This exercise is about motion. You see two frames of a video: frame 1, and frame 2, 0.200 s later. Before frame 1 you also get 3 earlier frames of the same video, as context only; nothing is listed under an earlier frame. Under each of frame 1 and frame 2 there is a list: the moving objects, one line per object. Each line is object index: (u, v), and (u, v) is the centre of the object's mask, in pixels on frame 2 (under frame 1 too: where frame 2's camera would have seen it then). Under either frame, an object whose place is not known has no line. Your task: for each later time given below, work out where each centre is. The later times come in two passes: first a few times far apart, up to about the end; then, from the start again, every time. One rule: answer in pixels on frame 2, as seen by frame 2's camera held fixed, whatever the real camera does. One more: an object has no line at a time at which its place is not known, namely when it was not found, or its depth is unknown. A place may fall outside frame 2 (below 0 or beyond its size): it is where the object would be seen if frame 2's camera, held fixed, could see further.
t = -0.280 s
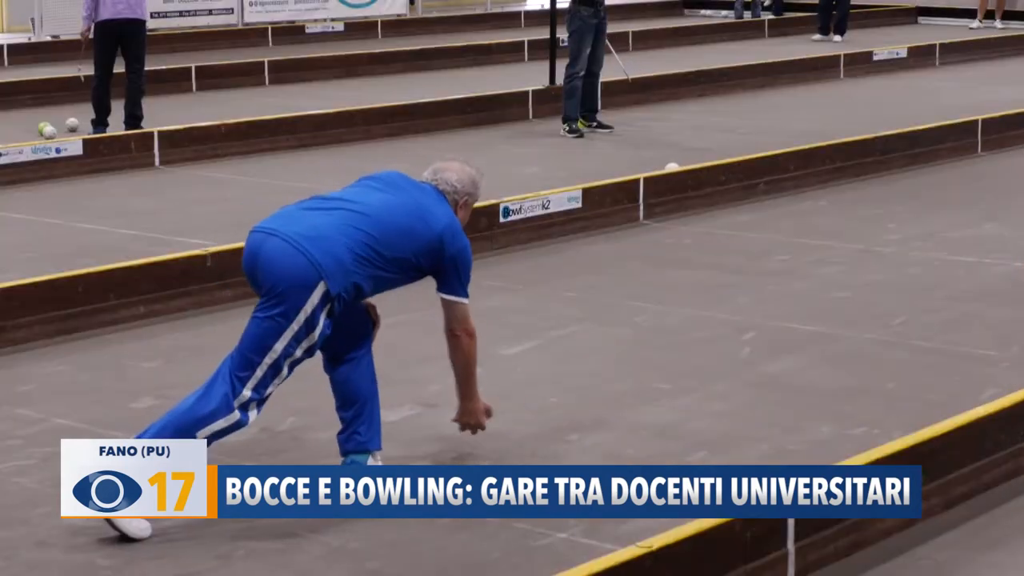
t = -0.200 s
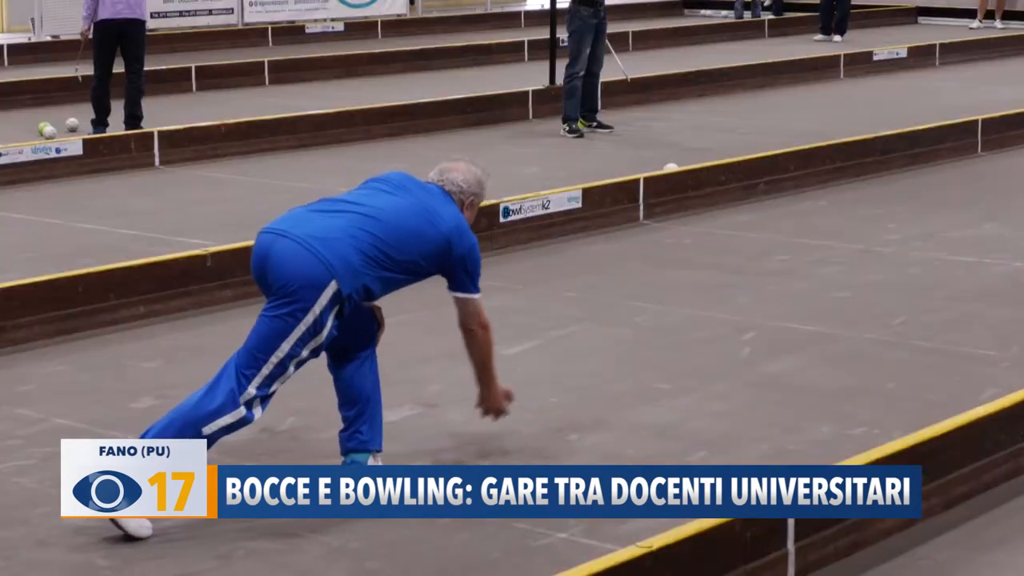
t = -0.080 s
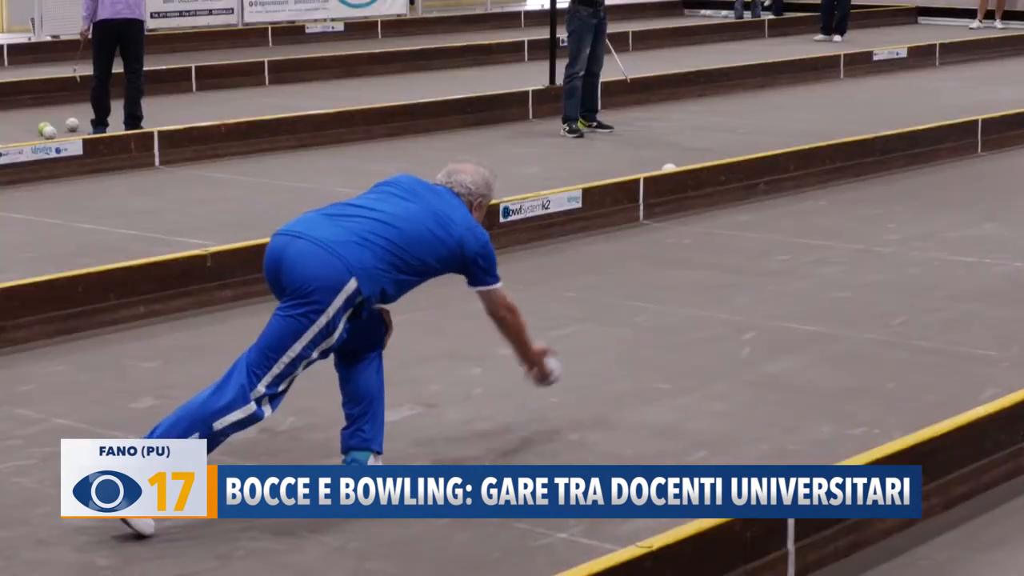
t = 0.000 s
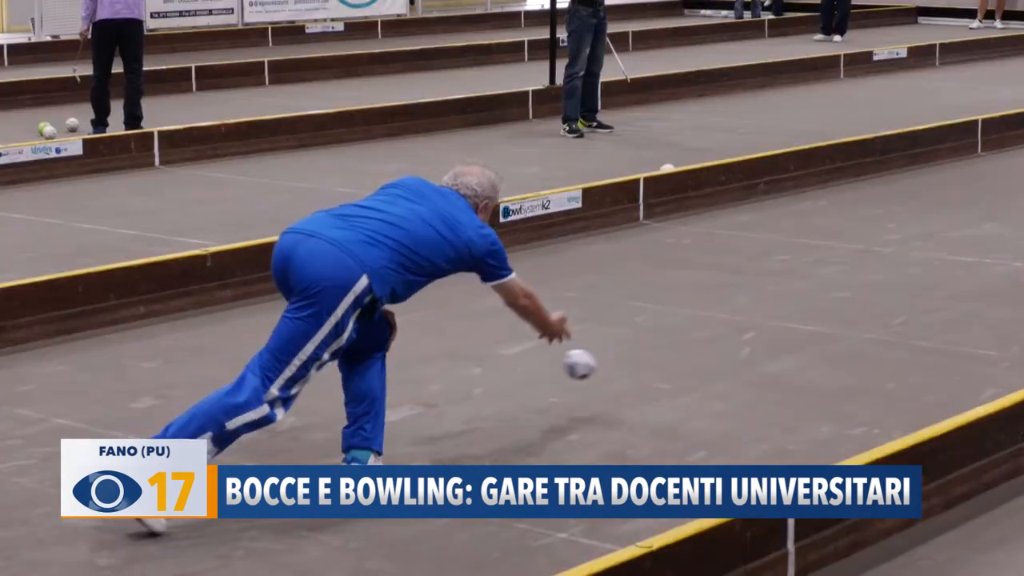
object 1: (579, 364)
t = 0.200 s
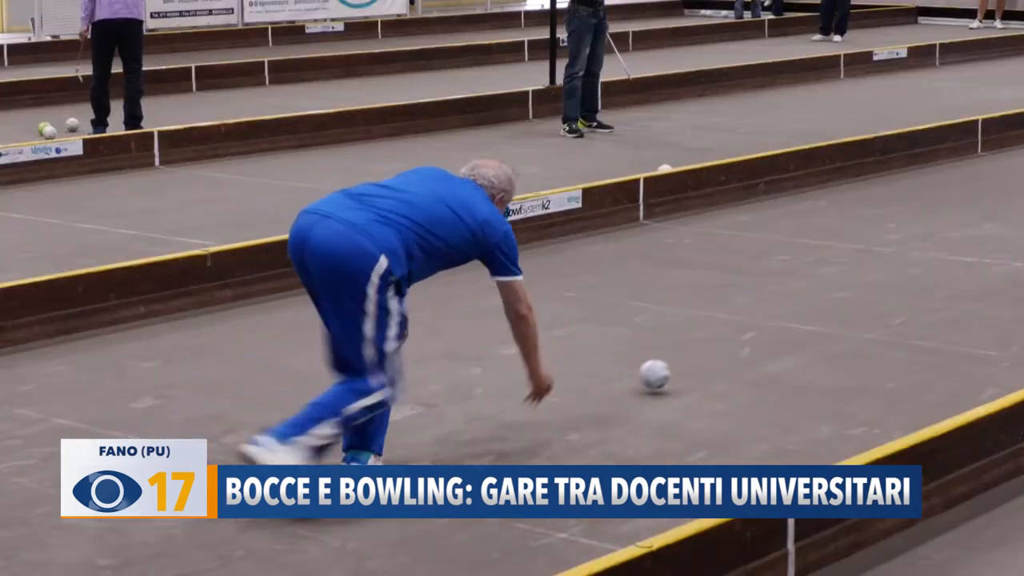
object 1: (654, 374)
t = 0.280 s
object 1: (679, 371)
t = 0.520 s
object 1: (746, 348)
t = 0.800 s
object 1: (817, 325)
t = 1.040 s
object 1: (870, 307)
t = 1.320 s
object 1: (925, 288)
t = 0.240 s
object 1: (666, 375)
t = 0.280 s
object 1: (679, 371)
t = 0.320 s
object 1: (690, 367)
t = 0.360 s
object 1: (702, 363)
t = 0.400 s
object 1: (713, 359)
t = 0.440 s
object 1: (725, 356)
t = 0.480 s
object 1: (735, 352)
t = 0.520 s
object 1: (746, 348)
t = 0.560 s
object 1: (757, 345)
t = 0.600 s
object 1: (767, 342)
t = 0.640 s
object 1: (778, 338)
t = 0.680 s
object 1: (788, 334)
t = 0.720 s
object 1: (797, 331)
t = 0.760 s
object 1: (807, 328)
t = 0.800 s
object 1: (817, 325)
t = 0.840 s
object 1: (826, 322)
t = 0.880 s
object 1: (835, 319)
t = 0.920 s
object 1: (844, 316)
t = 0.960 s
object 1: (852, 312)
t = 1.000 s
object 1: (861, 309)
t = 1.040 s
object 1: (870, 307)
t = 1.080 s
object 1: (878, 304)
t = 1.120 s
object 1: (886, 301)
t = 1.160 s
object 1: (894, 298)
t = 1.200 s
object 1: (903, 295)
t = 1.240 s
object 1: (910, 292)
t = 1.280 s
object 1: (917, 290)
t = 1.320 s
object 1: (925, 288)
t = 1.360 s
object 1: (933, 285)
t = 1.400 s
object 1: (939, 282)
